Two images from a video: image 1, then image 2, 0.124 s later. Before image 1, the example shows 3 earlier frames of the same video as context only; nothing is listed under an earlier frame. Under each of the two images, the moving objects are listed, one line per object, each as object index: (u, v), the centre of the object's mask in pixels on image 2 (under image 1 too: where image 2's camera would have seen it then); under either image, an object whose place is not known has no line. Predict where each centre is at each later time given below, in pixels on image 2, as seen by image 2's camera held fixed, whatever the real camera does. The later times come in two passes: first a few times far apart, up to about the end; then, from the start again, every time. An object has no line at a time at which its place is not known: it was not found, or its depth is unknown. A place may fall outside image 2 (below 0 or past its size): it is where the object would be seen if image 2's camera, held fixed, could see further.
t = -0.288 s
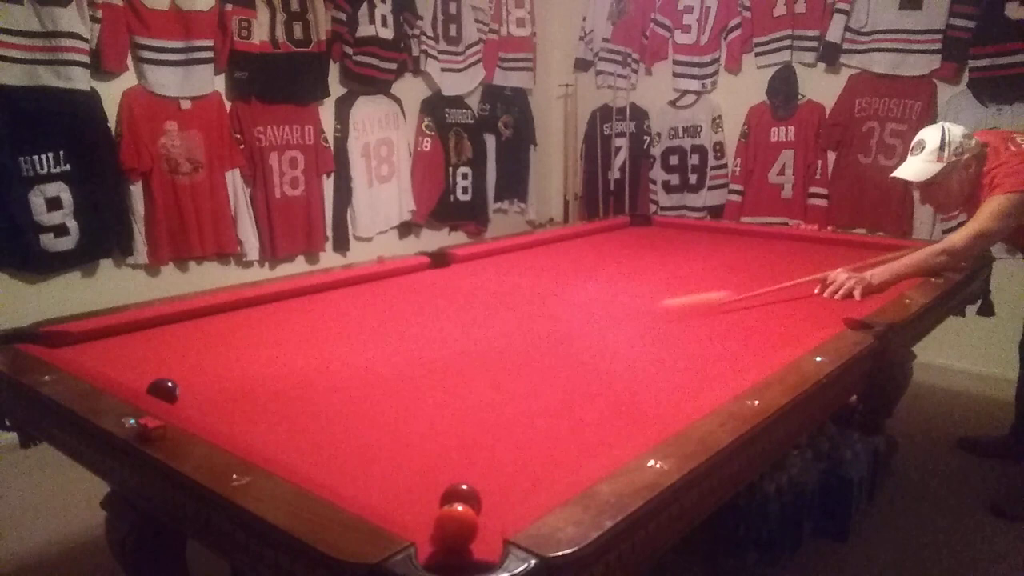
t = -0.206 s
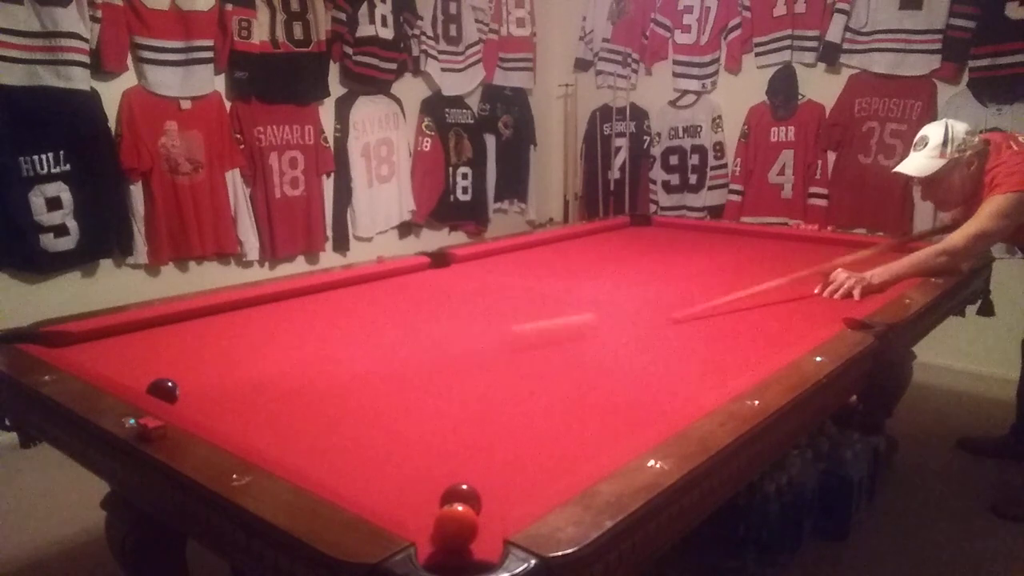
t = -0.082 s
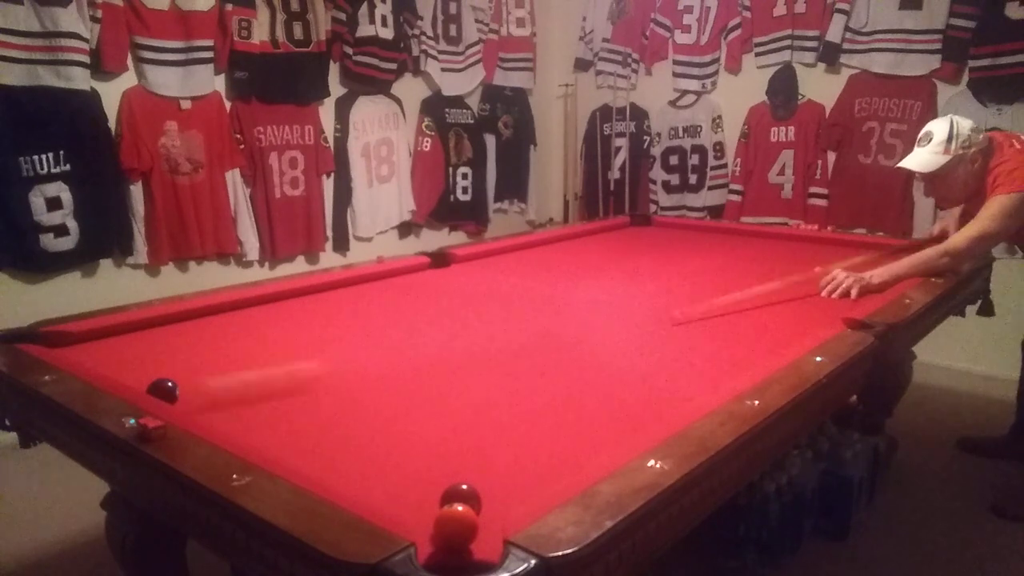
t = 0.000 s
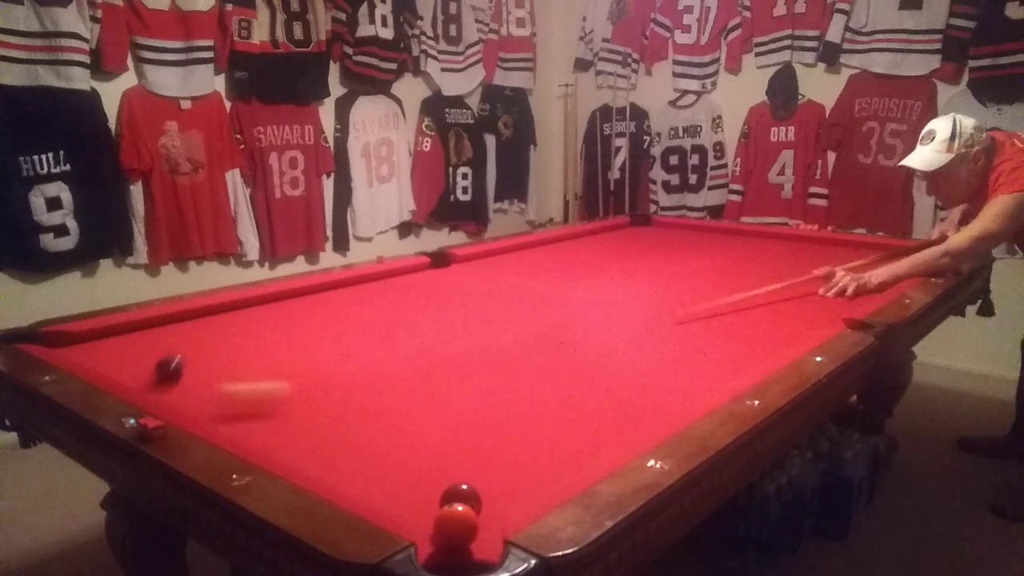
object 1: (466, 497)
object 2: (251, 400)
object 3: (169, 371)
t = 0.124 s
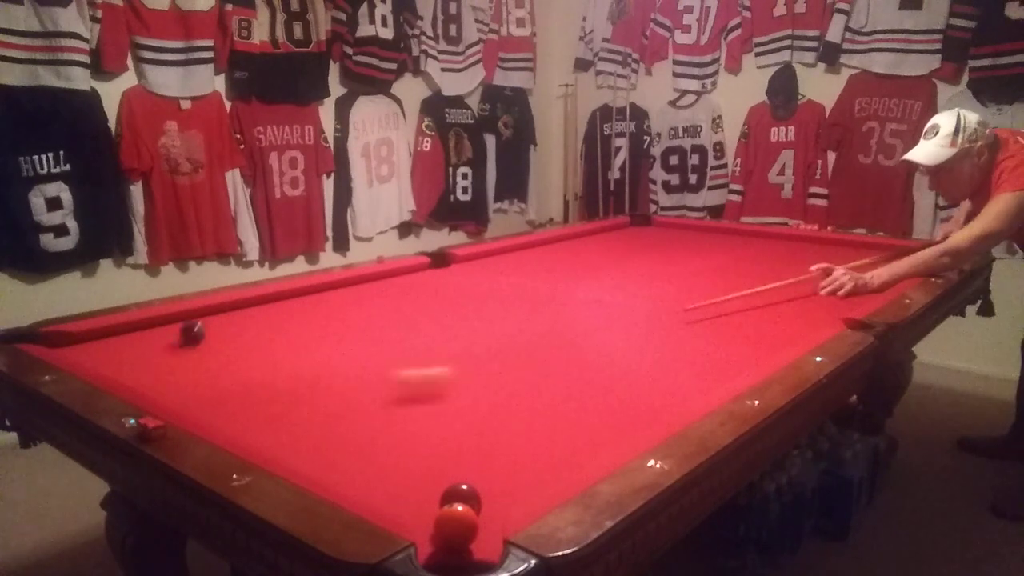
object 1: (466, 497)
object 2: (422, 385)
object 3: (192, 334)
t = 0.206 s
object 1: (466, 497)
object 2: (517, 375)
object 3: (204, 316)
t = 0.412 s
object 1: (466, 497)
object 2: (720, 353)
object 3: (310, 307)
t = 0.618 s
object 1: (466, 497)
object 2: (778, 318)
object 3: (413, 302)
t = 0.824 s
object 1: (466, 497)
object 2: (780, 288)
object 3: (511, 297)
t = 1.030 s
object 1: (466, 497)
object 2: (782, 264)
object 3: (601, 293)
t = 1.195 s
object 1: (466, 497)
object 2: (782, 249)
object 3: (668, 289)
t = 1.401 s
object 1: (466, 497)
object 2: (783, 235)
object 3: (751, 284)
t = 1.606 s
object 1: (466, 497)
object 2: (718, 236)
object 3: (829, 280)
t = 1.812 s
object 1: (466, 497)
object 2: (654, 238)
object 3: (899, 274)
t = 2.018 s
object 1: (466, 497)
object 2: (591, 239)
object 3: (891, 266)
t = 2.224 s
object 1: (466, 497)
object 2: (543, 243)
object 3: (881, 257)
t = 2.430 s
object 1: (466, 497)
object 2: (537, 253)
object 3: (873, 251)
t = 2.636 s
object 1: (466, 497)
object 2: (531, 263)
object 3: (866, 245)
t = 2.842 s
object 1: (466, 497)
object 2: (524, 274)
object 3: (848, 247)
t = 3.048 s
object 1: (466, 497)
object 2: (517, 287)
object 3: (831, 248)
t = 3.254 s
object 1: (466, 497)
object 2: (509, 302)
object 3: (814, 250)
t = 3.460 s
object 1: (466, 497)
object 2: (499, 319)
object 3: (798, 251)
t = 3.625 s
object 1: (466, 497)
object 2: (490, 334)
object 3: (785, 253)
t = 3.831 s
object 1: (466, 497)
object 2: (479, 356)
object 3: (769, 253)
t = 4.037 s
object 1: (466, 497)
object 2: (463, 384)
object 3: (754, 255)
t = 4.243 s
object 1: (466, 497)
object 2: (446, 413)
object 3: (740, 257)
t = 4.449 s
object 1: (466, 497)
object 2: (424, 450)
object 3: (725, 258)
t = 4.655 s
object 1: (466, 497)
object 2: (398, 492)
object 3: (711, 259)
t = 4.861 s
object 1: (491, 512)
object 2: (441, 487)
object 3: (698, 260)
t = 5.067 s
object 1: (500, 497)
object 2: (470, 473)
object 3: (686, 261)
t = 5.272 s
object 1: (499, 491)
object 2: (494, 458)
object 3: (674, 262)
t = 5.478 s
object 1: (494, 478)
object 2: (517, 450)
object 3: (662, 263)
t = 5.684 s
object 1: (494, 470)
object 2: (535, 441)
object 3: (652, 264)
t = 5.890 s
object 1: (493, 465)
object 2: (551, 434)
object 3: (642, 265)
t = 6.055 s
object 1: (492, 460)
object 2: (562, 429)
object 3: (634, 265)
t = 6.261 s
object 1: (490, 456)
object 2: (574, 422)
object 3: (626, 266)
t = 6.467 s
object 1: (489, 453)
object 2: (585, 417)
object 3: (618, 266)
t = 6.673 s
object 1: (489, 450)
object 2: (593, 412)
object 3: (612, 266)
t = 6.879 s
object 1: (488, 449)
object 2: (601, 407)
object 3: (606, 268)
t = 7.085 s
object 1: (488, 449)
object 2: (608, 404)
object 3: (601, 267)
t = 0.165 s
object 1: (466, 497)
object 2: (470, 380)
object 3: (199, 323)
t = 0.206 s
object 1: (466, 497)
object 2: (517, 375)
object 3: (204, 316)
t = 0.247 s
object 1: (466, 497)
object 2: (558, 371)
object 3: (212, 312)
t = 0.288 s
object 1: (466, 497)
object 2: (601, 366)
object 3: (240, 310)
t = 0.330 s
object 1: (466, 497)
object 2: (642, 361)
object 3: (263, 310)
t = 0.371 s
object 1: (466, 497)
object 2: (681, 357)
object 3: (287, 310)
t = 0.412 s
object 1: (466, 497)
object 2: (720, 353)
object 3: (310, 307)
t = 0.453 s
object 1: (466, 497)
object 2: (755, 348)
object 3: (331, 306)
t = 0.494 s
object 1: (466, 497)
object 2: (782, 339)
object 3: (352, 305)
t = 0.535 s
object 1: (466, 497)
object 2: (781, 334)
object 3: (372, 305)
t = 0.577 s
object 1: (466, 497)
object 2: (779, 326)
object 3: (393, 304)
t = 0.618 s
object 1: (466, 497)
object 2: (778, 318)
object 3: (413, 302)
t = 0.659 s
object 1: (466, 497)
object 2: (779, 311)
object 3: (434, 301)
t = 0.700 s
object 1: (466, 497)
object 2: (779, 304)
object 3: (453, 300)
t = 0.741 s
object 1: (466, 497)
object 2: (780, 298)
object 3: (473, 299)
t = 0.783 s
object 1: (466, 497)
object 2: (780, 292)
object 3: (492, 298)
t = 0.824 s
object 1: (466, 497)
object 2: (780, 288)
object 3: (511, 297)
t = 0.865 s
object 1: (466, 497)
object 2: (781, 282)
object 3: (529, 296)
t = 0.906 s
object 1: (466, 497)
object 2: (781, 277)
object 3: (547, 295)
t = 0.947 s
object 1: (466, 497)
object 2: (781, 273)
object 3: (565, 295)
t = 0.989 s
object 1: (466, 497)
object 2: (781, 268)
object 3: (583, 293)
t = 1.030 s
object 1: (466, 497)
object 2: (782, 264)
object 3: (601, 293)
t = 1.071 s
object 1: (466, 497)
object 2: (782, 260)
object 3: (618, 291)
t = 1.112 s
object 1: (466, 497)
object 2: (782, 257)
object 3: (636, 290)
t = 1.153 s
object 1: (466, 497)
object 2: (782, 253)
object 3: (653, 290)
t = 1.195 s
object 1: (466, 497)
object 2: (782, 249)
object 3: (668, 289)
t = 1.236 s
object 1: (466, 497)
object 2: (783, 247)
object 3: (685, 288)
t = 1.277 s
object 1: (466, 497)
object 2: (783, 243)
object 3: (703, 287)
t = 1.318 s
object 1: (466, 497)
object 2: (783, 240)
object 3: (719, 286)
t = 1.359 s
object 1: (466, 497)
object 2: (783, 238)
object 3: (736, 285)
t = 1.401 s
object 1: (466, 497)
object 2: (783, 235)
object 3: (751, 284)
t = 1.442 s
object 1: (466, 497)
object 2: (772, 235)
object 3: (767, 284)
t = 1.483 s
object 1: (466, 497)
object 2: (758, 235)
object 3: (783, 283)
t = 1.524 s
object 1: (466, 497)
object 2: (744, 236)
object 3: (799, 283)
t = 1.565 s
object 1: (466, 497)
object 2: (731, 236)
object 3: (814, 281)
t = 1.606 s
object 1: (466, 497)
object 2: (718, 236)
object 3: (829, 280)
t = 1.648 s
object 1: (466, 497)
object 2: (705, 237)
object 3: (844, 280)
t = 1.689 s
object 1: (466, 497)
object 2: (692, 237)
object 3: (859, 279)
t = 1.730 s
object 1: (466, 497)
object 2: (680, 238)
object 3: (873, 278)
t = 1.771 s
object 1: (466, 497)
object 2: (667, 238)
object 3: (887, 277)
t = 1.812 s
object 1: (466, 497)
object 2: (654, 238)
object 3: (899, 274)
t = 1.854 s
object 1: (466, 497)
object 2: (641, 238)
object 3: (901, 273)
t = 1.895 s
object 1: (466, 497)
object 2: (629, 239)
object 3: (898, 272)
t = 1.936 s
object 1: (466, 497)
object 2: (616, 239)
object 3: (895, 270)
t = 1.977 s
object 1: (466, 497)
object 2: (604, 239)
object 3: (893, 268)
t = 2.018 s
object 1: (466, 497)
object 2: (591, 239)
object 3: (891, 266)
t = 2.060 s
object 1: (466, 497)
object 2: (577, 240)
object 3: (889, 264)
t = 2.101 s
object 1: (466, 497)
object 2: (565, 240)
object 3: (887, 263)
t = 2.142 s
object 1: (466, 497)
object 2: (552, 240)
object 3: (886, 261)
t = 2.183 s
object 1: (466, 497)
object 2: (543, 241)
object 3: (883, 260)
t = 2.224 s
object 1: (466, 497)
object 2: (543, 243)
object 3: (881, 257)
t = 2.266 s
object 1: (466, 497)
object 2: (542, 244)
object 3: (880, 256)
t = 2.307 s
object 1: (466, 497)
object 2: (541, 246)
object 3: (878, 255)
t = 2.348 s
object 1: (466, 497)
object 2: (540, 248)
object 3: (876, 254)
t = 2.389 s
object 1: (466, 497)
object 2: (539, 251)
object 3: (876, 252)
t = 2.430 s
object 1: (466, 497)
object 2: (537, 253)
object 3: (873, 251)
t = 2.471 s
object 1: (466, 497)
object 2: (536, 255)
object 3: (871, 249)
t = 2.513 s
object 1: (466, 497)
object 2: (535, 256)
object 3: (871, 248)
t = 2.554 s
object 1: (466, 497)
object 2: (534, 258)
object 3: (869, 247)
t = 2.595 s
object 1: (466, 497)
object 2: (533, 261)
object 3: (867, 246)
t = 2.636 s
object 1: (466, 497)
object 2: (531, 263)
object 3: (866, 245)
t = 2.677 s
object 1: (466, 497)
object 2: (530, 265)
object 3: (862, 245)
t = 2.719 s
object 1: (466, 497)
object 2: (529, 267)
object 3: (859, 245)
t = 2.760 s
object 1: (466, 497)
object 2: (527, 269)
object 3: (854, 246)
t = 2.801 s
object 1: (466, 497)
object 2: (526, 272)
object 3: (851, 246)
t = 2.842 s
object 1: (466, 497)
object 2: (524, 274)
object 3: (848, 247)
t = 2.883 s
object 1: (466, 497)
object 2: (523, 277)
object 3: (845, 247)
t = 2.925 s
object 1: (466, 497)
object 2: (522, 279)
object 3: (841, 247)
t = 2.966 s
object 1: (466, 497)
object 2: (520, 282)
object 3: (838, 248)
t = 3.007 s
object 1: (466, 497)
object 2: (518, 285)
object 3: (835, 248)
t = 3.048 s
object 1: (466, 497)
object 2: (517, 287)
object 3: (831, 248)
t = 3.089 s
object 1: (466, 497)
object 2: (515, 290)
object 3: (827, 248)
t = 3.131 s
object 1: (466, 497)
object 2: (514, 293)
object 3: (824, 248)
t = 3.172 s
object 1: (466, 497)
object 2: (512, 296)
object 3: (821, 249)
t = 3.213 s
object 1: (466, 497)
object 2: (510, 299)
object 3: (818, 249)
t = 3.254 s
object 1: (466, 497)
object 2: (509, 302)
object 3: (814, 250)
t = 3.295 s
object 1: (466, 497)
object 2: (507, 305)
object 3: (811, 249)
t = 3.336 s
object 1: (466, 497)
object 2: (505, 309)
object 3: (808, 249)
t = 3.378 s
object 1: (466, 497)
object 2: (503, 312)
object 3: (804, 250)
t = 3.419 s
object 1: (466, 497)
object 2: (501, 315)
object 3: (801, 251)
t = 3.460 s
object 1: (466, 497)
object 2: (499, 319)
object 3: (798, 251)
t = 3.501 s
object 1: (466, 497)
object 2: (497, 323)
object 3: (795, 251)
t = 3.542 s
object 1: (466, 497)
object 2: (495, 326)
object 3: (792, 251)
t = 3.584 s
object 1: (466, 497)
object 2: (492, 331)
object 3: (788, 251)
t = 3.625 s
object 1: (466, 497)
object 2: (490, 334)
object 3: (785, 253)
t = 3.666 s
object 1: (466, 497)
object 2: (488, 339)
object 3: (782, 252)
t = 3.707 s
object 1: (466, 497)
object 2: (485, 343)
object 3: (779, 252)
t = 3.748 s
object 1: (466, 497)
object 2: (483, 347)
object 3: (776, 253)
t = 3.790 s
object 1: (466, 497)
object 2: (480, 352)
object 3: (773, 253)
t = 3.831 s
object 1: (466, 497)
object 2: (479, 356)
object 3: (769, 253)
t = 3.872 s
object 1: (466, 497)
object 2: (475, 362)
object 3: (766, 254)
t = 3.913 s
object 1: (466, 497)
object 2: (472, 366)
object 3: (763, 254)
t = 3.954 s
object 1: (466, 497)
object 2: (469, 372)
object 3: (761, 254)
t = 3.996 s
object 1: (466, 497)
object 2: (466, 378)
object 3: (757, 255)
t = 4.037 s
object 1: (466, 497)
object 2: (463, 384)
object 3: (754, 255)
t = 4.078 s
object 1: (466, 497)
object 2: (460, 387)
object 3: (751, 256)
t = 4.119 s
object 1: (466, 497)
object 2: (457, 393)
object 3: (748, 256)
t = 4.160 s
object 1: (466, 497)
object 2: (453, 399)
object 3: (745, 256)
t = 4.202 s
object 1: (466, 497)
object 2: (450, 406)
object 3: (743, 257)
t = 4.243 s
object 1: (466, 497)
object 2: (446, 413)
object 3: (740, 257)
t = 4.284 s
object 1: (466, 497)
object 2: (442, 419)
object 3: (737, 257)
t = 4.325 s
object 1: (466, 497)
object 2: (438, 426)
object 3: (734, 257)
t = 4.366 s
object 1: (466, 497)
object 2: (433, 434)
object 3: (731, 257)
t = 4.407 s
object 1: (466, 497)
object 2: (429, 441)
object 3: (728, 257)
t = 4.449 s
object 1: (466, 497)
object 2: (424, 450)
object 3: (725, 258)
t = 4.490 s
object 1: (466, 497)
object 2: (419, 458)
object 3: (722, 258)
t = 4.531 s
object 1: (466, 497)
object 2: (414, 466)
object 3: (720, 258)
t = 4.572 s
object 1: (466, 497)
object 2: (408, 476)
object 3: (717, 259)
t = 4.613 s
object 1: (466, 497)
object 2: (403, 487)
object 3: (714, 259)
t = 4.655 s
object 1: (466, 497)
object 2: (398, 492)
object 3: (711, 259)
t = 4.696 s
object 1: (466, 497)
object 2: (409, 496)
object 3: (709, 259)
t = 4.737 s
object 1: (467, 497)
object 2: (423, 496)
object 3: (706, 259)
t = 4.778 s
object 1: (477, 502)
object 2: (428, 492)
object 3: (703, 260)
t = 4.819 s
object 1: (484, 504)
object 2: (434, 490)
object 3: (701, 260)
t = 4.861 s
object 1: (491, 512)
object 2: (441, 487)
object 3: (698, 260)
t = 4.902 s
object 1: (498, 503)
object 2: (448, 484)
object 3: (696, 261)
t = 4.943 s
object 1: (500, 502)
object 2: (453, 481)
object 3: (693, 260)
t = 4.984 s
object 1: (499, 500)
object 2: (458, 479)
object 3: (691, 261)
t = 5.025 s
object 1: (499, 499)
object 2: (464, 476)
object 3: (688, 261)
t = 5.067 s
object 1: (500, 497)
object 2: (470, 473)
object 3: (686, 261)
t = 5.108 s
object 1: (500, 495)
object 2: (474, 469)
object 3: (683, 261)
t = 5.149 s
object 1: (501, 494)
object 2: (479, 466)
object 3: (680, 261)
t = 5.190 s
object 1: (500, 494)
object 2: (484, 464)
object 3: (678, 262)
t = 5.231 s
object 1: (500, 491)
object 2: (489, 460)
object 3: (676, 262)
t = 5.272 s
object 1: (499, 491)
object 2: (494, 458)
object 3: (674, 262)
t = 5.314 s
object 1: (497, 487)
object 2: (499, 456)
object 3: (671, 262)
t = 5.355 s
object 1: (497, 484)
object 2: (504, 454)
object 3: (669, 263)
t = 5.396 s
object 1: (497, 482)
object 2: (509, 452)
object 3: (667, 263)
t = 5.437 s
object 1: (495, 480)
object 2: (513, 451)
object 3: (665, 263)
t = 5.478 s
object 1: (494, 478)
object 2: (517, 450)
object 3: (662, 263)
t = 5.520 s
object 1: (493, 477)
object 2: (520, 448)
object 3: (660, 263)
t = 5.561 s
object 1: (494, 475)
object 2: (524, 447)
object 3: (658, 263)
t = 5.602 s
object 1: (494, 473)
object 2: (528, 445)
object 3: (656, 264)
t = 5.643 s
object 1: (494, 472)
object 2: (531, 443)
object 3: (654, 264)
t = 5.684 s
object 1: (494, 470)
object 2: (535, 441)
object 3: (652, 264)
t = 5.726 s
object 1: (494, 470)
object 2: (539, 440)
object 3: (650, 264)
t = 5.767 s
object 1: (494, 468)
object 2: (542, 438)
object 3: (648, 264)
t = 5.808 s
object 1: (493, 467)
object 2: (545, 437)
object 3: (646, 264)
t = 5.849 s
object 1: (493, 466)
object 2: (548, 436)
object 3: (644, 265)
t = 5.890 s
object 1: (493, 465)
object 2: (551, 434)
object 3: (642, 265)
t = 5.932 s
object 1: (492, 463)
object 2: (554, 432)
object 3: (640, 265)
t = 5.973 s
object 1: (492, 462)
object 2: (557, 432)
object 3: (638, 265)
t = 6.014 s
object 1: (492, 461)
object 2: (559, 430)
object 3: (636, 265)
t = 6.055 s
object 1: (492, 460)
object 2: (562, 429)
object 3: (634, 265)
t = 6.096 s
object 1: (491, 459)
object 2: (565, 427)
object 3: (632, 265)
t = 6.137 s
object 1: (491, 458)
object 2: (568, 426)
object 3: (631, 266)
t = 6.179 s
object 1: (490, 457)
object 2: (570, 424)
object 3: (629, 266)
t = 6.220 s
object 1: (490, 457)
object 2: (572, 423)
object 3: (628, 266)
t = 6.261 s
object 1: (490, 456)
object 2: (574, 422)
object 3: (626, 266)
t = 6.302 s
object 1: (490, 456)
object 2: (577, 421)
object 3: (624, 266)
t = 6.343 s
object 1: (490, 455)
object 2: (579, 419)
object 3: (623, 266)
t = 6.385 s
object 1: (489, 454)
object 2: (581, 418)
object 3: (621, 266)
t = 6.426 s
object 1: (489, 454)
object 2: (583, 418)
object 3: (620, 266)
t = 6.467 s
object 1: (489, 453)
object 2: (585, 417)
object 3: (618, 266)
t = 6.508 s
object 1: (489, 453)
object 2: (586, 415)
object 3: (617, 266)
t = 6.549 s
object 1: (489, 452)
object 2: (588, 415)
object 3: (616, 266)
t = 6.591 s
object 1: (489, 451)
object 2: (590, 414)
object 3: (614, 266)
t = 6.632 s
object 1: (489, 451)
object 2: (592, 413)
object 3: (613, 266)
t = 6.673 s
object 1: (489, 450)
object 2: (593, 412)
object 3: (612, 266)
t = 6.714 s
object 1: (489, 450)
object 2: (595, 411)
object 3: (610, 267)
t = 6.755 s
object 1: (489, 450)
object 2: (596, 409)
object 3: (609, 267)
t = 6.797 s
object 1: (489, 450)
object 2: (598, 409)
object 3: (608, 267)
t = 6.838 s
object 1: (488, 449)
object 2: (599, 408)
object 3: (607, 267)
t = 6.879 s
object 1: (488, 449)
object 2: (601, 407)
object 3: (606, 268)
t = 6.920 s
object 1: (488, 449)
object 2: (602, 406)
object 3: (605, 268)
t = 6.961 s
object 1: (488, 449)
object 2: (604, 406)
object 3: (604, 268)
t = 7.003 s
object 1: (488, 449)
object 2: (605, 405)
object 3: (603, 267)
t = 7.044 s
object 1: (488, 449)
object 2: (607, 405)
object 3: (602, 268)
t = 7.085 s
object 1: (488, 449)
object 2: (608, 404)
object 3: (601, 267)
